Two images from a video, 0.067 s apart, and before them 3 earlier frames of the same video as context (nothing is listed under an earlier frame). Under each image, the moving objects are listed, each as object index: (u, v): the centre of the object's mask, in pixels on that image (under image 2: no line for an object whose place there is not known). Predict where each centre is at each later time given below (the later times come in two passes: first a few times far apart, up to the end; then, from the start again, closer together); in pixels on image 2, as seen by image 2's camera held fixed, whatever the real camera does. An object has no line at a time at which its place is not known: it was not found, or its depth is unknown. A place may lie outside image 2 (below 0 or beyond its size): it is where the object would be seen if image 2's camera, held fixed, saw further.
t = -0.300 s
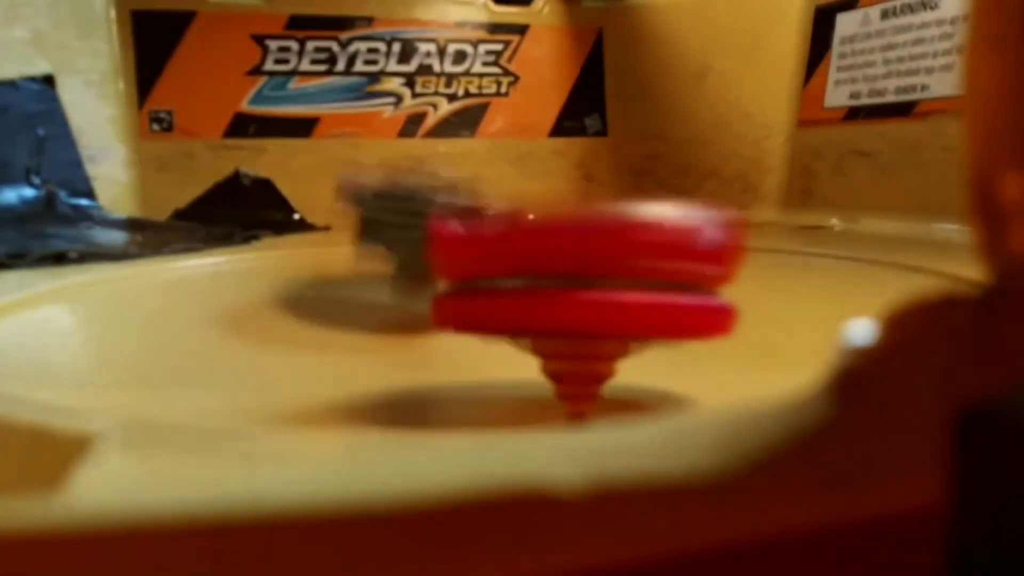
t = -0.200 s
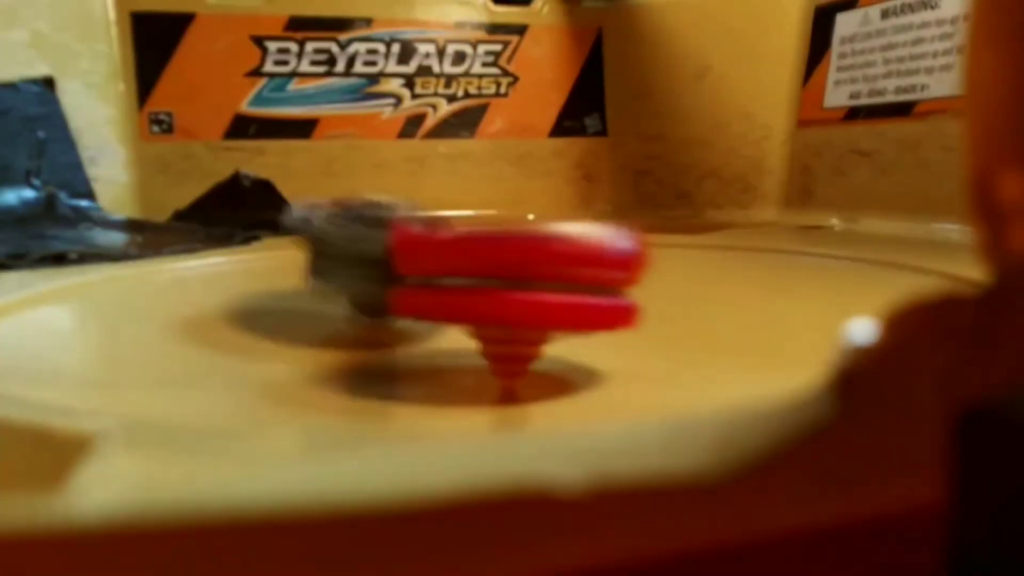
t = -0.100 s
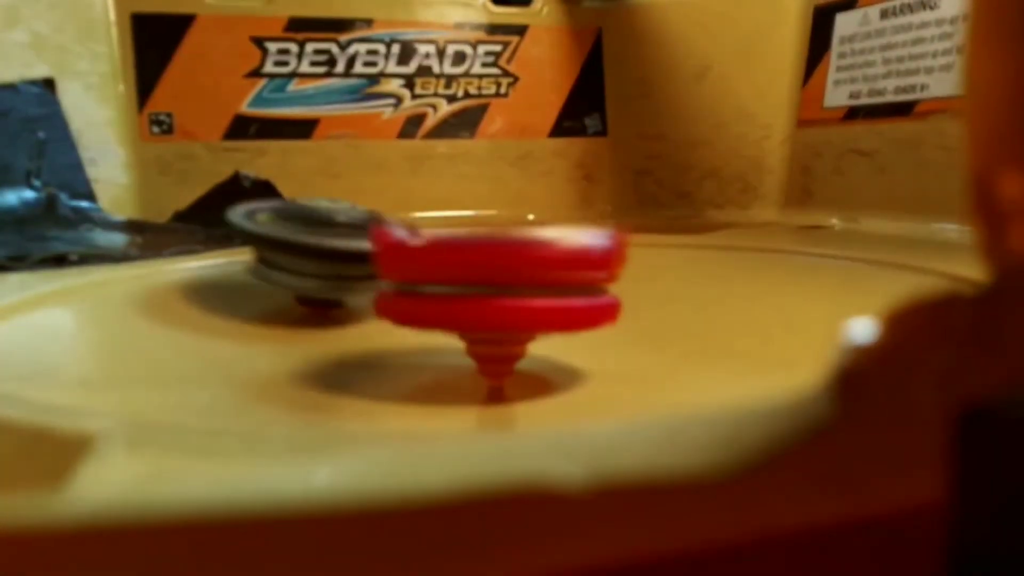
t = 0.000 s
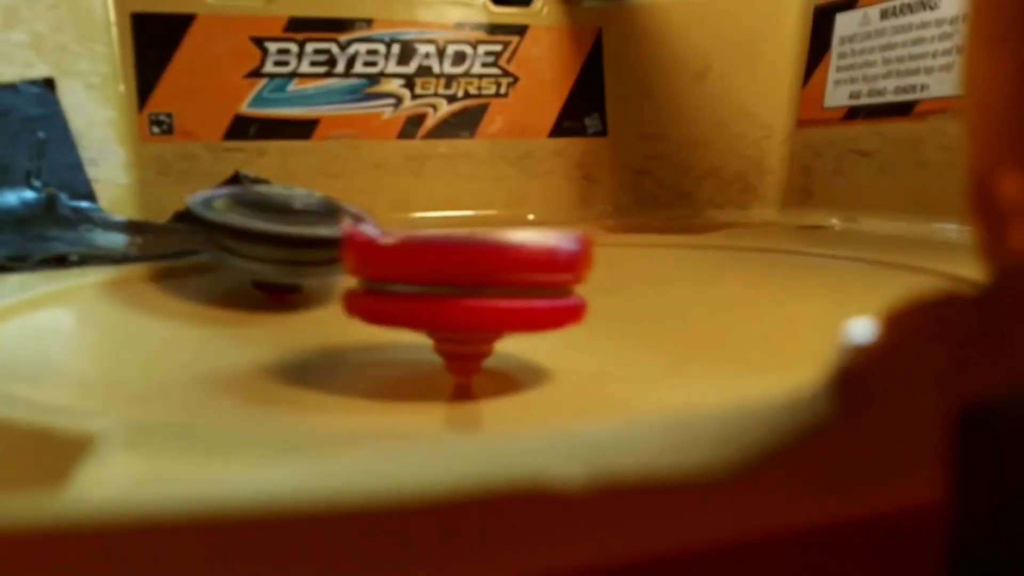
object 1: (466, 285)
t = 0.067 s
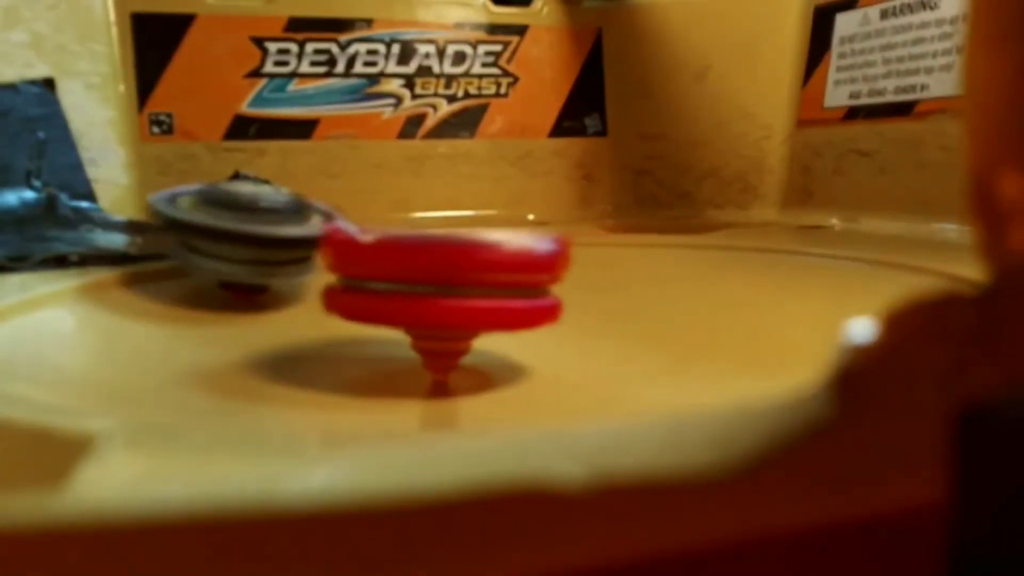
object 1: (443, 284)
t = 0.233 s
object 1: (465, 288)
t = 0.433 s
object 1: (624, 284)
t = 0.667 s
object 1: (745, 266)
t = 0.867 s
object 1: (707, 260)
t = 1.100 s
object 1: (615, 266)
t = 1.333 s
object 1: (854, 225)
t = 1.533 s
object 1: (796, 222)
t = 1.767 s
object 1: (695, 200)
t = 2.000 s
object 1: (473, 251)
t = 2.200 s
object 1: (318, 279)
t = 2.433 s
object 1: (268, 280)
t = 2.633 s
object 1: (620, 252)
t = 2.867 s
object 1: (835, 249)
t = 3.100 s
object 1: (619, 262)
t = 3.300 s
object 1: (460, 244)
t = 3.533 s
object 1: (449, 191)
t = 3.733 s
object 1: (336, 211)
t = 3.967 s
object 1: (296, 236)
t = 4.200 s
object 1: (234, 264)
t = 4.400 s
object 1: (342, 291)
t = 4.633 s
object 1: (627, 289)
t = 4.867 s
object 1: (730, 254)
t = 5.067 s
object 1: (800, 208)
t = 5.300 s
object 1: (689, 209)
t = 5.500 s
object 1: (510, 238)
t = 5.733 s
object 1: (318, 233)
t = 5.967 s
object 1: (171, 249)
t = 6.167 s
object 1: (124, 262)
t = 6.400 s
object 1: (287, 289)
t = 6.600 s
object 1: (511, 293)
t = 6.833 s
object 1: (658, 267)
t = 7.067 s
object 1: (672, 213)
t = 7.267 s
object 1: (606, 234)
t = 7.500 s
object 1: (486, 234)
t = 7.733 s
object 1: (327, 234)
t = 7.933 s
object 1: (234, 248)
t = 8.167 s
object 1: (214, 275)
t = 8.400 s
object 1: (186, 271)
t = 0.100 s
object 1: (433, 284)
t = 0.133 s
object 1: (423, 284)
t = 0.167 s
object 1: (413, 282)
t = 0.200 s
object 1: (421, 281)
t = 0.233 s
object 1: (465, 288)
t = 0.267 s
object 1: (504, 289)
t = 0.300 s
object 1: (537, 291)
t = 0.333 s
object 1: (567, 289)
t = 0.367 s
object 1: (590, 288)
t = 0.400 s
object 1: (609, 286)
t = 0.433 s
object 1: (624, 284)
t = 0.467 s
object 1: (633, 280)
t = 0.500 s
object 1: (639, 278)
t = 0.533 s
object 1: (668, 276)
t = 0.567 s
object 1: (700, 273)
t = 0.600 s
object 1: (722, 271)
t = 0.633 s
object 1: (737, 268)
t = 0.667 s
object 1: (745, 266)
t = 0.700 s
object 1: (746, 262)
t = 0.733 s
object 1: (744, 261)
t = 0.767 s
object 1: (737, 260)
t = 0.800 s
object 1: (729, 260)
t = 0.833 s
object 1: (718, 259)
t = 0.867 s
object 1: (707, 260)
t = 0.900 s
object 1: (695, 260)
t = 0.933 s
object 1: (683, 261)
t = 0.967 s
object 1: (670, 262)
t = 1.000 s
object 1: (657, 263)
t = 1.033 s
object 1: (643, 263)
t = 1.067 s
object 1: (629, 265)
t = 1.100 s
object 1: (615, 266)
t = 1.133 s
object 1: (652, 255)
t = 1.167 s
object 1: (713, 255)
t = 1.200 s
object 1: (769, 247)
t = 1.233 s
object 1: (812, 240)
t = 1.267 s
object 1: (838, 233)
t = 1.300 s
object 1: (850, 229)
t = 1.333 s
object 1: (854, 225)
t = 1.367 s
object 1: (852, 223)
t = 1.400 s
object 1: (847, 221)
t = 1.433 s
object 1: (837, 221)
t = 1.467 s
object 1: (822, 222)
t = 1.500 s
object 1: (807, 222)
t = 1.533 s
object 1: (796, 222)
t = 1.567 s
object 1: (792, 216)
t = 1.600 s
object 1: (798, 209)
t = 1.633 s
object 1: (795, 202)
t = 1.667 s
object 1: (783, 197)
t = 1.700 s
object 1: (759, 197)
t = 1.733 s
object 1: (727, 199)
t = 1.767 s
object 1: (695, 200)
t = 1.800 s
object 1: (665, 202)
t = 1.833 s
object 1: (633, 204)
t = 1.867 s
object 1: (593, 208)
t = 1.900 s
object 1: (555, 217)
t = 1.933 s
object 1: (525, 229)
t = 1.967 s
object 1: (501, 243)
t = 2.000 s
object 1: (473, 251)
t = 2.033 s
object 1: (444, 257)
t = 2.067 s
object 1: (417, 262)
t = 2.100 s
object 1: (390, 268)
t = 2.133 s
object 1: (364, 273)
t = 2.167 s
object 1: (340, 277)
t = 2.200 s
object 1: (318, 279)
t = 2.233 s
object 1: (296, 282)
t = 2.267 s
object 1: (280, 284)
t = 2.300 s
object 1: (266, 285)
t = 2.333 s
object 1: (256, 286)
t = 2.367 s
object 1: (253, 285)
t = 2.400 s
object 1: (257, 280)
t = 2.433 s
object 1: (268, 280)
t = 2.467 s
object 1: (293, 273)
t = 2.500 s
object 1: (337, 267)
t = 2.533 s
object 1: (387, 261)
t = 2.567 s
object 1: (451, 256)
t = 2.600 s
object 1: (530, 256)
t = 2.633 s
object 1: (620, 252)
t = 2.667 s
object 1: (744, 228)
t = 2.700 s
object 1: (790, 216)
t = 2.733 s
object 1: (814, 231)
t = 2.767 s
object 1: (826, 241)
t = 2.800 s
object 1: (837, 241)
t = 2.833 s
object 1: (839, 246)
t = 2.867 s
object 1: (835, 249)
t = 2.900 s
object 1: (826, 252)
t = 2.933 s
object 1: (797, 258)
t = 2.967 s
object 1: (760, 258)
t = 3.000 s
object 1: (725, 259)
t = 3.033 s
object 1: (689, 261)
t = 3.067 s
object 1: (654, 260)
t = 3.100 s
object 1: (619, 262)
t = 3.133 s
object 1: (584, 262)
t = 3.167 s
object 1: (550, 262)
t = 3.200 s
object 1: (514, 260)
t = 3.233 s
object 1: (486, 260)
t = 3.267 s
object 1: (462, 256)
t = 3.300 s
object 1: (460, 244)
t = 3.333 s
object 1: (467, 235)
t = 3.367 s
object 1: (473, 225)
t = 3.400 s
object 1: (476, 220)
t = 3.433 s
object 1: (474, 213)
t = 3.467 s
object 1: (467, 212)
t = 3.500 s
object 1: (461, 204)
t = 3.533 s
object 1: (449, 191)
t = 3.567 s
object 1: (429, 183)
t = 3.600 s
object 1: (384, 187)
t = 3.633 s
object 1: (384, 199)
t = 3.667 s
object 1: (371, 208)
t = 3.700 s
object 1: (353, 209)
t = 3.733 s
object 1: (336, 211)
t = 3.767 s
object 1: (321, 214)
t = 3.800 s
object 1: (312, 217)
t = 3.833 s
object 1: (304, 221)
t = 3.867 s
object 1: (299, 224)
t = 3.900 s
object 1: (297, 228)
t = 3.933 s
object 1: (295, 232)
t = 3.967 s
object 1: (296, 236)
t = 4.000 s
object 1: (298, 242)
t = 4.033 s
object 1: (296, 246)
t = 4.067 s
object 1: (268, 248)
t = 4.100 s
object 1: (251, 250)
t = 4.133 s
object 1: (241, 254)
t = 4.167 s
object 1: (235, 259)
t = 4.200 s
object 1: (234, 264)
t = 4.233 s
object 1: (237, 269)
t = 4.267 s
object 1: (248, 274)
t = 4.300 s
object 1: (265, 279)
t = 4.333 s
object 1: (284, 284)
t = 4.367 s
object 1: (310, 287)
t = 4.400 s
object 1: (342, 291)
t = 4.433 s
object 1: (382, 295)
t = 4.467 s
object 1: (425, 296)
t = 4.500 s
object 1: (468, 297)
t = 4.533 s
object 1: (512, 296)
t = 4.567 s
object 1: (554, 294)
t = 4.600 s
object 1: (593, 292)
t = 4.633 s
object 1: (627, 289)
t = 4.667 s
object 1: (655, 284)
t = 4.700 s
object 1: (678, 280)
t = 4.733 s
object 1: (696, 275)
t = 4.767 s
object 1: (707, 272)
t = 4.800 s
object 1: (713, 267)
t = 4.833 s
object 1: (715, 264)
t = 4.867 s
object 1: (730, 254)
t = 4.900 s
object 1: (739, 251)
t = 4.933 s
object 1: (740, 248)
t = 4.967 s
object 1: (732, 245)
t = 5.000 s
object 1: (731, 237)
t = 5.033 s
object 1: (773, 216)
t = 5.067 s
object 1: (800, 208)
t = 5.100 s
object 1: (812, 200)
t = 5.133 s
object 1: (814, 195)
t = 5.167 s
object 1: (802, 195)
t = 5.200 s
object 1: (781, 196)
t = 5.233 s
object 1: (753, 200)
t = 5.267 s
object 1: (722, 206)
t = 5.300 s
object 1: (689, 209)
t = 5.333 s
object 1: (655, 213)
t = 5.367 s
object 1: (623, 218)
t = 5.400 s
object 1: (592, 224)
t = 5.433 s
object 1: (564, 229)
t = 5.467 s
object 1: (536, 233)
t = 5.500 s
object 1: (510, 238)
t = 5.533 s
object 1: (485, 242)
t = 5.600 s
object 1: (440, 246)
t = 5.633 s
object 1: (427, 249)
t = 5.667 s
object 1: (421, 235)
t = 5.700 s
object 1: (380, 227)
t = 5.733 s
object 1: (318, 233)
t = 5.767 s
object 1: (287, 254)
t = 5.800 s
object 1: (276, 255)
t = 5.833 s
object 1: (260, 252)
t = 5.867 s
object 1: (240, 249)
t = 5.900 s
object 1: (220, 249)
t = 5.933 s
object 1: (196, 249)
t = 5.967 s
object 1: (171, 249)
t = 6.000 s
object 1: (148, 250)
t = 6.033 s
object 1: (132, 251)
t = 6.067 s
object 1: (125, 253)
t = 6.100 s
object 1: (121, 256)
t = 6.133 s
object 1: (120, 259)
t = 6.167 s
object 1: (124, 262)
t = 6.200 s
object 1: (131, 265)
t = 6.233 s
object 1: (140, 269)
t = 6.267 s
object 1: (152, 272)
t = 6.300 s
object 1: (171, 275)
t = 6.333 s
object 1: (206, 280)
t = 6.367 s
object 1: (244, 285)
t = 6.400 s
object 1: (287, 289)
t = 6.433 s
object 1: (329, 292)
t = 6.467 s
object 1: (368, 294)
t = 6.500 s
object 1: (407, 295)
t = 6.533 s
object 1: (444, 294)
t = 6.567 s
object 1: (476, 295)
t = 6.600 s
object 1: (511, 293)
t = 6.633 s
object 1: (543, 292)
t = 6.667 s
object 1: (571, 290)
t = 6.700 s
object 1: (595, 286)
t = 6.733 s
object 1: (614, 281)
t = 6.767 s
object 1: (631, 277)
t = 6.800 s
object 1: (646, 272)
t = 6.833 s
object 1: (658, 267)
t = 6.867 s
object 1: (667, 262)
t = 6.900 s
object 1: (677, 257)
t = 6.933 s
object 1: (685, 251)
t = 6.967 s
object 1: (692, 242)
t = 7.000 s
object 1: (694, 234)
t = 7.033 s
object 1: (687, 220)
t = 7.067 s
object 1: (672, 213)
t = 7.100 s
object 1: (657, 211)
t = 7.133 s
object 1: (643, 212)
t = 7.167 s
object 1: (629, 216)
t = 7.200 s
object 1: (618, 221)
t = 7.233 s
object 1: (611, 230)
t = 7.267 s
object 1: (606, 234)
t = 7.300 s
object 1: (599, 236)
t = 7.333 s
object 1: (584, 236)
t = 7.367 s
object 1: (571, 235)
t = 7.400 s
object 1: (555, 235)
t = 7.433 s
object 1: (535, 236)
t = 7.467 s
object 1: (513, 237)
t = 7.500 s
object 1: (486, 234)
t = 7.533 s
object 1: (457, 230)
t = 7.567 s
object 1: (429, 228)
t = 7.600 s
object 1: (406, 228)
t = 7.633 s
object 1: (388, 229)
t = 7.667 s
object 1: (367, 230)
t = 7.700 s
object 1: (346, 232)
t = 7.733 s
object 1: (327, 234)
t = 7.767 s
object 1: (310, 235)
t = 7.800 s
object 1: (293, 239)
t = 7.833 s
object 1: (276, 241)
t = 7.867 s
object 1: (262, 243)
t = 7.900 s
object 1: (247, 246)
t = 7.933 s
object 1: (234, 248)
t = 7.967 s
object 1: (224, 251)
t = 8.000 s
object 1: (214, 255)
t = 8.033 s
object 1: (208, 260)
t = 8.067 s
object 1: (206, 263)
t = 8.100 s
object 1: (205, 267)
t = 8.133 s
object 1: (208, 271)
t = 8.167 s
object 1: (214, 275)
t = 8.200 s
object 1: (223, 280)
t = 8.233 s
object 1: (237, 284)
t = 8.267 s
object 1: (218, 279)
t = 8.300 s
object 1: (189, 274)
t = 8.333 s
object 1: (180, 271)
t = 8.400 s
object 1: (186, 271)
